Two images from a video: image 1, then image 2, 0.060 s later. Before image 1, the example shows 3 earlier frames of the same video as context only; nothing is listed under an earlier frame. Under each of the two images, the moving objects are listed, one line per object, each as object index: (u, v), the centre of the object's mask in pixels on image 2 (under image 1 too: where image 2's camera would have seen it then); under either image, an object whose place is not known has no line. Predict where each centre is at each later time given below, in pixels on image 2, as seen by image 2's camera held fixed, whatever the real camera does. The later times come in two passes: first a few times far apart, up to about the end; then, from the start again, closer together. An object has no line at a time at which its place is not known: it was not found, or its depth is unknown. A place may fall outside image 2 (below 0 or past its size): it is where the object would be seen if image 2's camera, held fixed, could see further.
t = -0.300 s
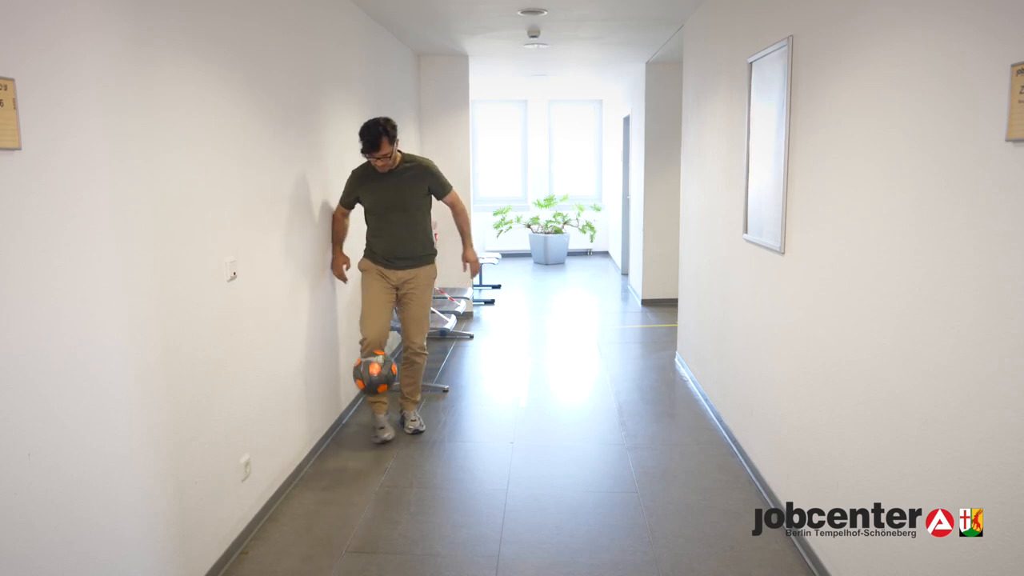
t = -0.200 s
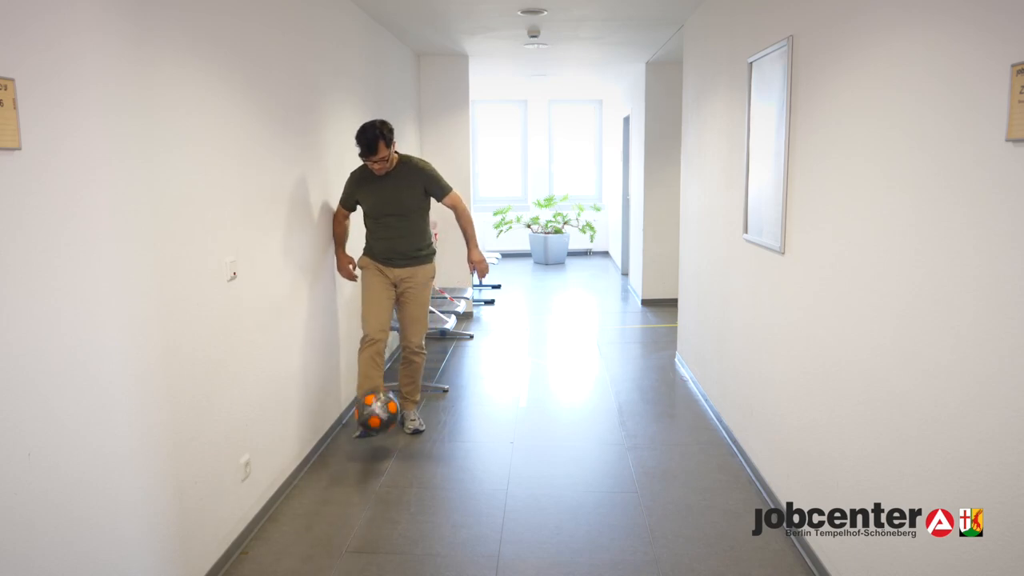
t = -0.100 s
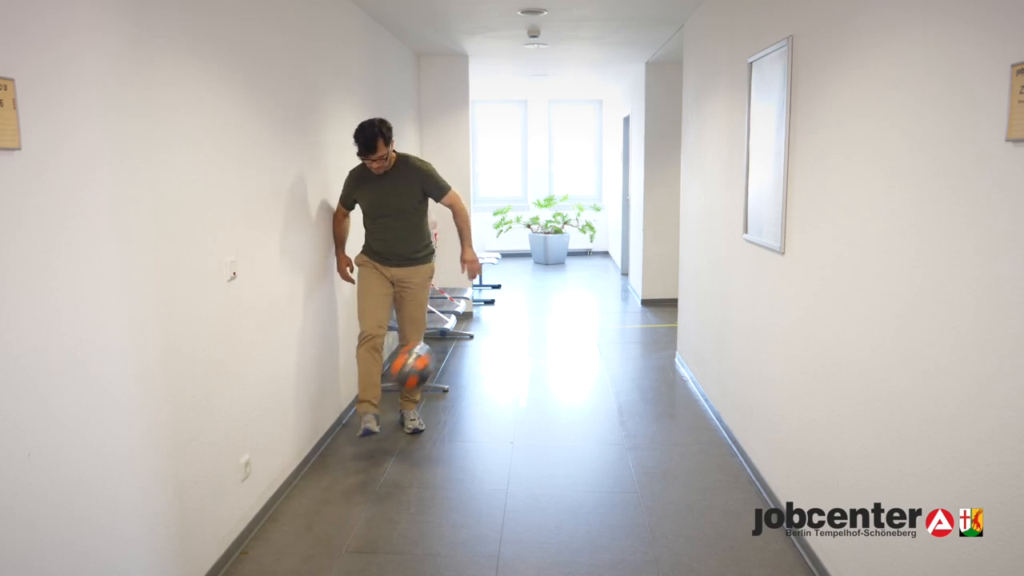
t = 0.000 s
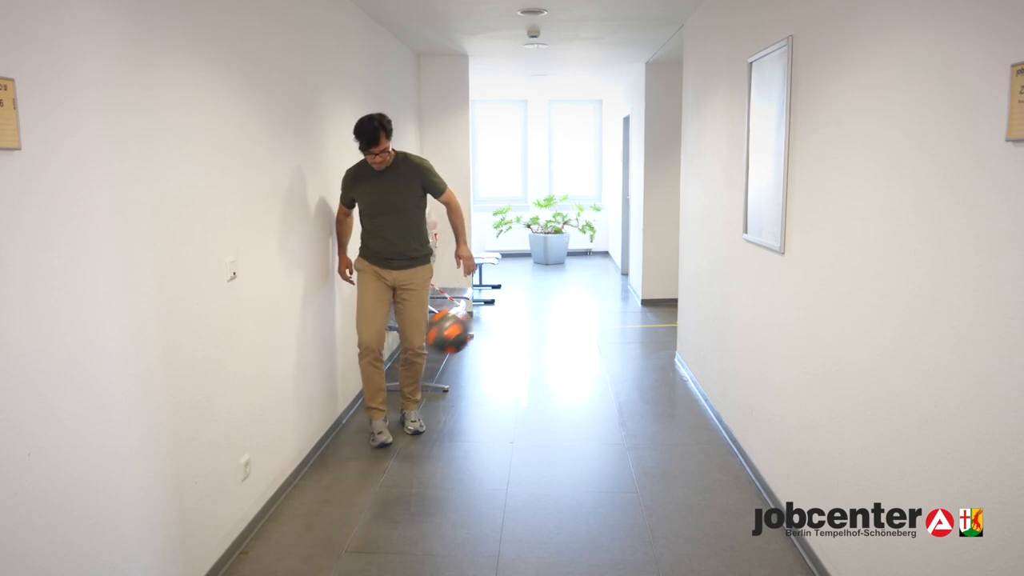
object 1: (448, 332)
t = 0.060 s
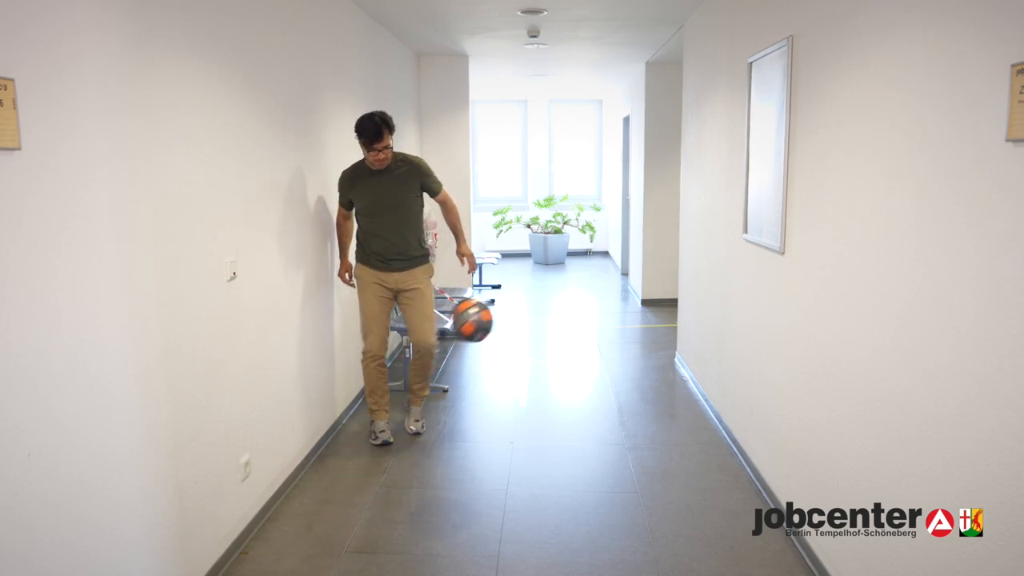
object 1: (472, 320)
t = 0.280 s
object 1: (564, 337)
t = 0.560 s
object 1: (677, 450)
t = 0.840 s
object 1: (718, 374)
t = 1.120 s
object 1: (644, 440)
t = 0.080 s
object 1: (480, 317)
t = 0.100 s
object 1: (488, 315)
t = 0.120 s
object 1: (496, 314)
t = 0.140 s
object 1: (505, 314)
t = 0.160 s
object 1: (514, 315)
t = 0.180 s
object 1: (522, 316)
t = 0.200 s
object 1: (530, 319)
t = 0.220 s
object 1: (538, 322)
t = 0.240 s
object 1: (546, 326)
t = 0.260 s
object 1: (555, 331)
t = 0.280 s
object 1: (564, 337)
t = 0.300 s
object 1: (572, 343)
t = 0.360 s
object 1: (598, 367)
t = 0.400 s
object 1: (615, 388)
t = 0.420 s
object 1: (624, 399)
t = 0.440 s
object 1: (631, 410)
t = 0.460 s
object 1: (639, 422)
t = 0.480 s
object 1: (647, 436)
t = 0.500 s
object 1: (655, 451)
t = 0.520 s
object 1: (664, 467)
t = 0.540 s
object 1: (671, 460)
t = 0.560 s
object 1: (677, 450)
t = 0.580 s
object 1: (685, 439)
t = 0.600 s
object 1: (691, 430)
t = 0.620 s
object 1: (697, 422)
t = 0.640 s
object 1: (705, 414)
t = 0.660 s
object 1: (712, 407)
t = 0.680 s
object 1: (719, 401)
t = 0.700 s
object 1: (726, 396)
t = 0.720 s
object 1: (733, 391)
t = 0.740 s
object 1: (740, 388)
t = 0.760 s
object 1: (740, 383)
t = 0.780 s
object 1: (734, 380)
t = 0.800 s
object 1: (729, 377)
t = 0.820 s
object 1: (724, 375)
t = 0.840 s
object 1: (718, 374)
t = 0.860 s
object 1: (713, 374)
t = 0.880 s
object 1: (708, 374)
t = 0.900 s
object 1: (703, 376)
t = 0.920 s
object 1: (697, 378)
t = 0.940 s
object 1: (692, 381)
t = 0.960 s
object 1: (686, 384)
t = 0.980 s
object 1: (681, 389)
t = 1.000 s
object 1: (675, 394)
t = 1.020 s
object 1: (670, 399)
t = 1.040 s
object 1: (665, 406)
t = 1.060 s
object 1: (660, 413)
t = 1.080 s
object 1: (655, 422)
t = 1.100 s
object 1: (649, 431)
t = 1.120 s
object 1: (644, 440)
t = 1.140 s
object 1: (639, 450)
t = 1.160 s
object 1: (636, 452)
